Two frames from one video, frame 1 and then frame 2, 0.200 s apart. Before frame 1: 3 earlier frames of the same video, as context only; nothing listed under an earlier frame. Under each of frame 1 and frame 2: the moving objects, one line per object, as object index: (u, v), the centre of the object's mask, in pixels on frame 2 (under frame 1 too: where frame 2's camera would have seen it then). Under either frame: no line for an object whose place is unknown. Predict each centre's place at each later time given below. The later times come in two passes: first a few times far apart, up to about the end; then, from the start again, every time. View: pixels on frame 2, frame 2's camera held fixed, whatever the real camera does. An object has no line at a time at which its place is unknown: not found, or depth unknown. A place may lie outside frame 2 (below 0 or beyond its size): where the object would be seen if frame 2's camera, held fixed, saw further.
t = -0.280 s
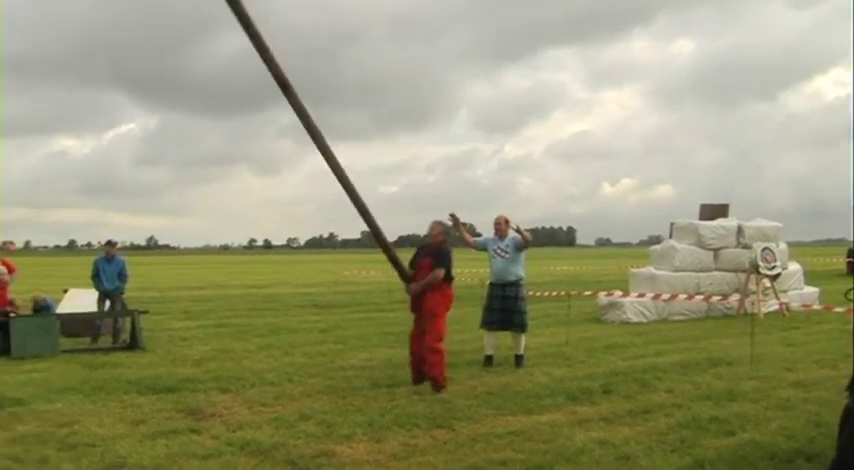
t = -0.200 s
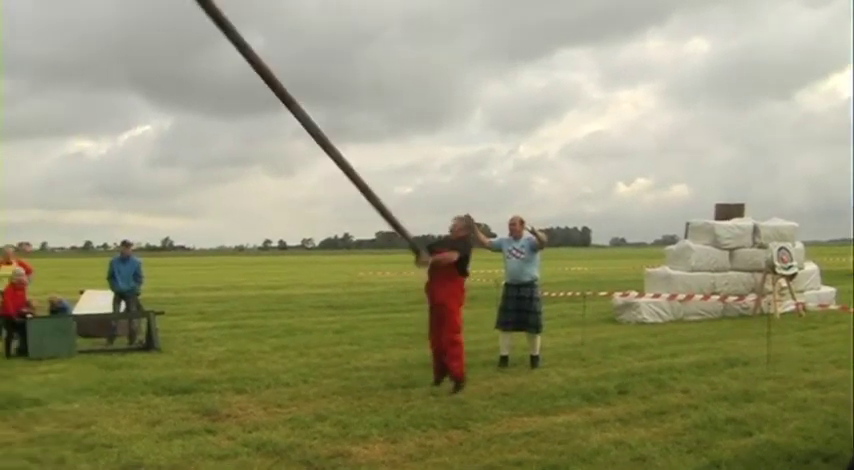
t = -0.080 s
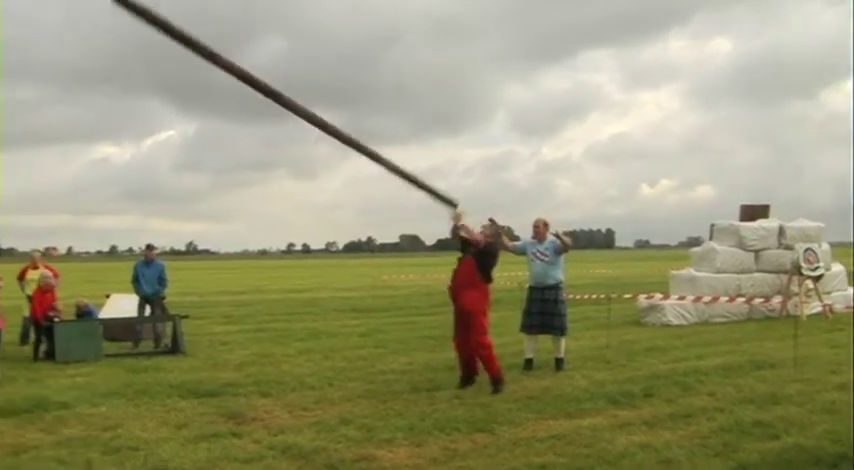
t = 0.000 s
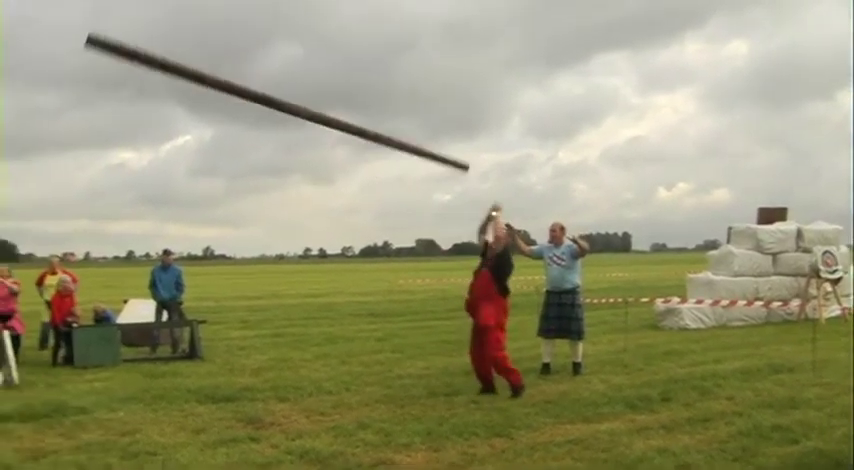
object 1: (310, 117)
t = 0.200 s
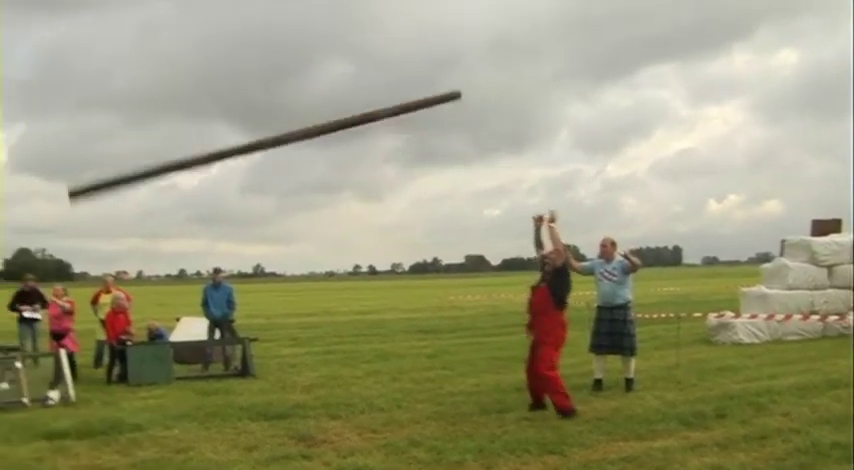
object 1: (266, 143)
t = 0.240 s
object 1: (251, 153)
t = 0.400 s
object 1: (203, 200)
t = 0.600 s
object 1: (139, 260)
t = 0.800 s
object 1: (106, 254)
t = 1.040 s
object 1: (76, 250)
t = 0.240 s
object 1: (251, 153)
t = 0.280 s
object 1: (239, 163)
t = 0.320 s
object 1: (227, 175)
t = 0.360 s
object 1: (214, 188)
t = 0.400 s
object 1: (203, 200)
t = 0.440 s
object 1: (188, 219)
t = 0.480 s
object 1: (168, 247)
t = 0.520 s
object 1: (154, 266)
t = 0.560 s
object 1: (145, 264)
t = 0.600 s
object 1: (139, 260)
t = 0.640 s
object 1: (131, 260)
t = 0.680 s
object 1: (125, 257)
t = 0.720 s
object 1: (118, 258)
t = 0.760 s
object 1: (112, 258)
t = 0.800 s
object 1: (106, 254)
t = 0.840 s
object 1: (100, 254)
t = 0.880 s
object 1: (95, 253)
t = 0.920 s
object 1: (90, 252)
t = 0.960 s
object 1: (85, 252)
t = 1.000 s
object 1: (81, 251)
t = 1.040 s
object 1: (76, 250)
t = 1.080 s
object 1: (71, 248)
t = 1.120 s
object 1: (67, 251)
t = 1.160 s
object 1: (62, 249)
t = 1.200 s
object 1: (58, 249)
